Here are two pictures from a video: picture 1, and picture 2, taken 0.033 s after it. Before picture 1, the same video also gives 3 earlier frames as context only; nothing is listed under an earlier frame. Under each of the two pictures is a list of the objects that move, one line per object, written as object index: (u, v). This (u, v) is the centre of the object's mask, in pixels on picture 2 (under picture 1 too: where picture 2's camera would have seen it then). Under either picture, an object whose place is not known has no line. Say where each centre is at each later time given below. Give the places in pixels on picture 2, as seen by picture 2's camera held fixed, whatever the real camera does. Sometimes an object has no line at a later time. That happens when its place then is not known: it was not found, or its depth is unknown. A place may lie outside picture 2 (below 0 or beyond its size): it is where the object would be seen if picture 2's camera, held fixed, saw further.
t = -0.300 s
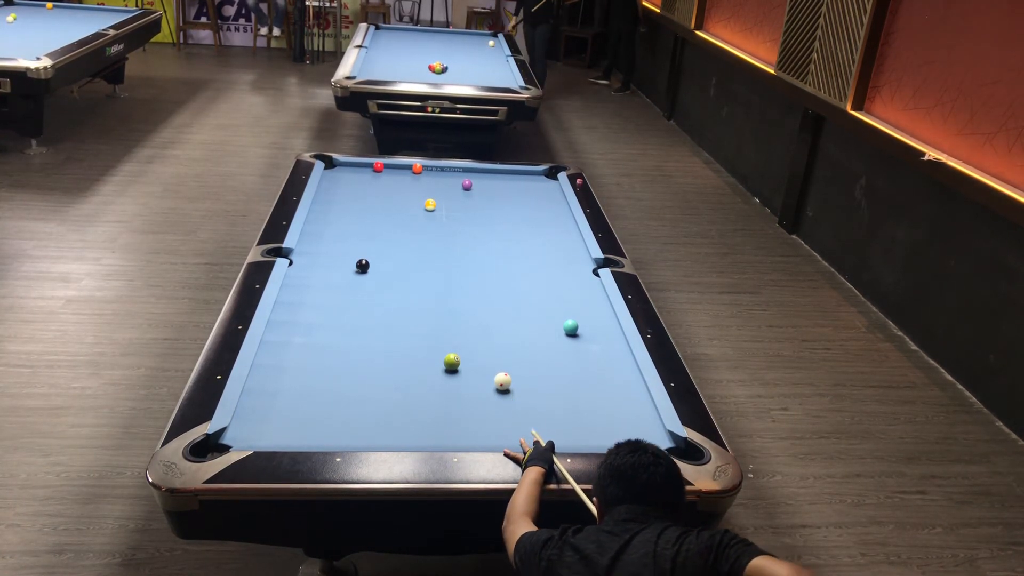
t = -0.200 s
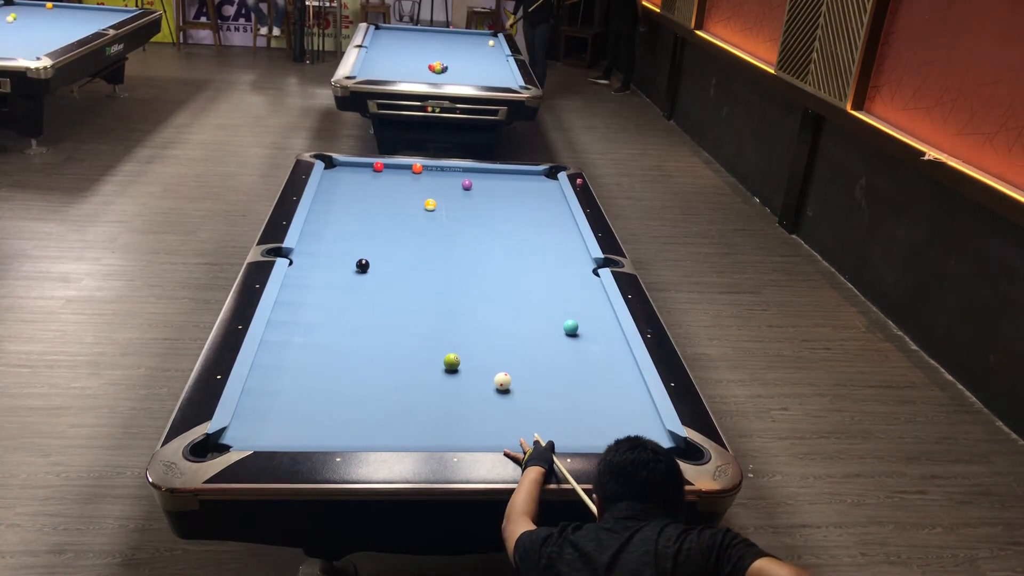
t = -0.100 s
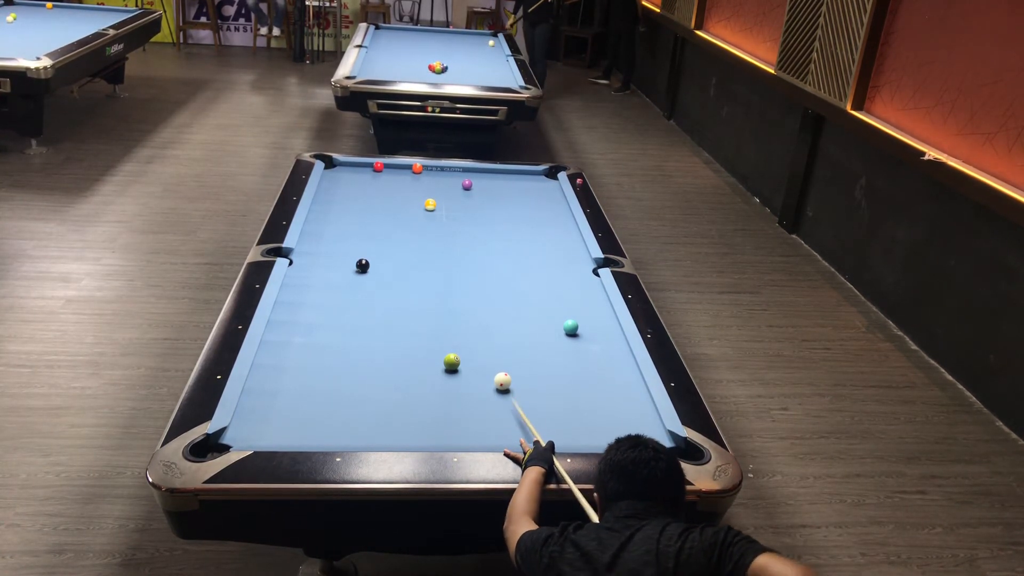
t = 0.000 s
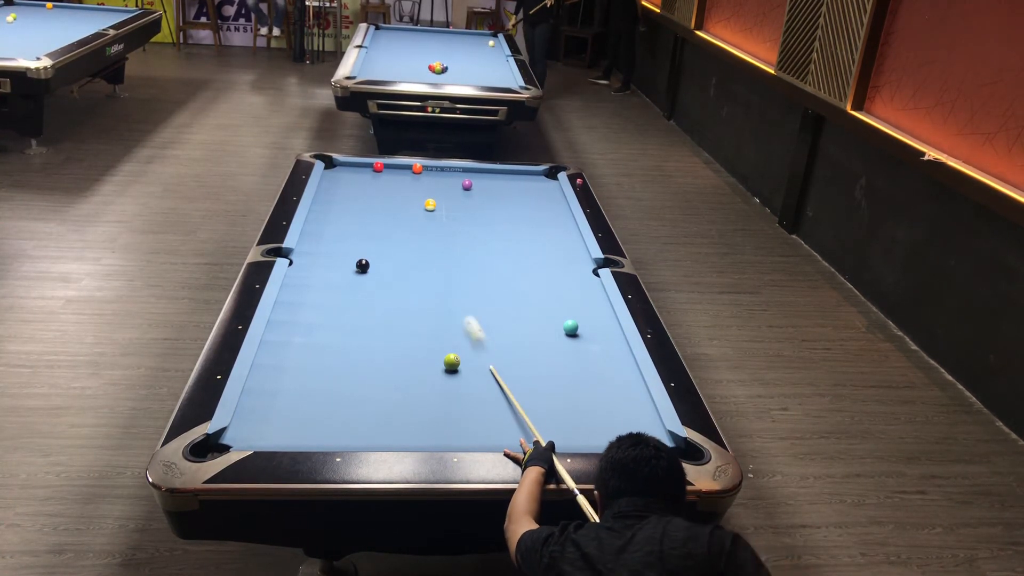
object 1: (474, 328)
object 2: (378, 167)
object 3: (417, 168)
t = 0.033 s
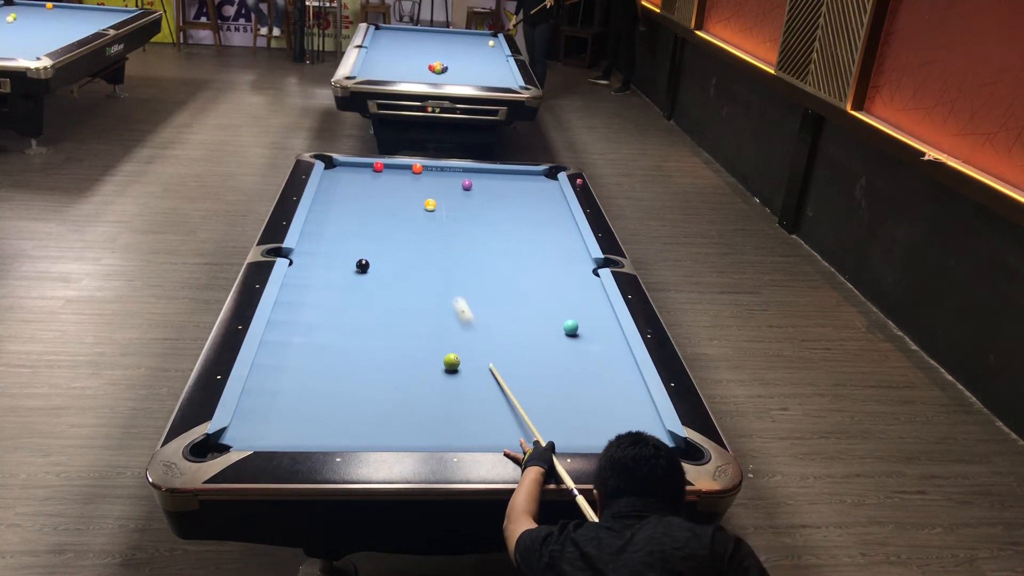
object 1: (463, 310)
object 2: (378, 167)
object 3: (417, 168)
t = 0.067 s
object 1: (453, 291)
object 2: (378, 167)
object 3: (417, 168)
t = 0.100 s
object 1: (444, 276)
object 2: (378, 167)
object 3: (417, 168)
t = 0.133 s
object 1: (435, 261)
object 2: (378, 167)
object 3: (417, 168)
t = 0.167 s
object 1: (428, 248)
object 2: (378, 167)
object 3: (417, 168)
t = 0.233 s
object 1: (414, 225)
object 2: (378, 167)
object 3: (417, 168)
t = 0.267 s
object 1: (408, 214)
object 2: (378, 167)
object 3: (417, 168)
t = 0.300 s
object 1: (402, 204)
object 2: (378, 167)
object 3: (417, 168)
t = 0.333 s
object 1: (398, 196)
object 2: (378, 167)
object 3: (417, 168)
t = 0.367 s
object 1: (393, 187)
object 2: (378, 167)
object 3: (417, 168)
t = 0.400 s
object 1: (388, 180)
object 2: (378, 167)
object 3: (417, 168)
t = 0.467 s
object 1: (384, 169)
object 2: (374, 166)
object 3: (417, 168)
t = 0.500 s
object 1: (387, 169)
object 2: (372, 169)
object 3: (417, 168)
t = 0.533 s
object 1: (390, 169)
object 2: (368, 173)
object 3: (417, 168)
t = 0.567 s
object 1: (392, 169)
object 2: (364, 177)
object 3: (417, 168)
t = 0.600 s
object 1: (394, 168)
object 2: (360, 181)
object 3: (417, 168)
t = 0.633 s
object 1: (397, 168)
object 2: (357, 184)
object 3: (417, 168)
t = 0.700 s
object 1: (401, 167)
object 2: (350, 191)
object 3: (417, 168)
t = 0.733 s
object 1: (403, 167)
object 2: (347, 194)
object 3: (417, 168)
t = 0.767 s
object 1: (405, 168)
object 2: (343, 197)
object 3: (417, 168)
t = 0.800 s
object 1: (406, 168)
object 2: (340, 200)
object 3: (418, 168)
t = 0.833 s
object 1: (407, 168)
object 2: (336, 204)
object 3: (419, 168)
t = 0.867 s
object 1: (407, 168)
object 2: (332, 207)
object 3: (420, 168)
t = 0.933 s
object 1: (408, 169)
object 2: (325, 213)
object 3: (422, 168)
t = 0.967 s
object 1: (409, 169)
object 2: (321, 217)
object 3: (423, 168)
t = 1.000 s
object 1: (409, 169)
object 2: (317, 221)
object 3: (425, 168)
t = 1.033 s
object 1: (409, 169)
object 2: (314, 224)
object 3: (426, 169)
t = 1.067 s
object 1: (410, 170)
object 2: (309, 228)
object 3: (427, 169)
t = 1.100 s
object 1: (410, 170)
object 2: (308, 232)
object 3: (428, 169)
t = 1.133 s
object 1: (410, 170)
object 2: (308, 236)
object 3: (429, 169)
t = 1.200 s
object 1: (411, 170)
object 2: (309, 243)
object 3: (431, 169)
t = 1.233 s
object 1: (411, 170)
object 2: (309, 247)
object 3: (432, 169)
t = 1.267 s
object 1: (411, 171)
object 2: (309, 251)
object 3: (433, 169)
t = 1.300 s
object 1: (412, 171)
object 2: (309, 254)
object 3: (434, 169)
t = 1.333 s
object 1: (412, 171)
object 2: (309, 258)
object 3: (435, 169)
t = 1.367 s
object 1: (412, 171)
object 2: (310, 263)
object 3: (436, 169)
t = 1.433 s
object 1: (413, 171)
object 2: (310, 271)
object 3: (438, 169)
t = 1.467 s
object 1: (413, 172)
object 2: (310, 275)
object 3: (439, 169)
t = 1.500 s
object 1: (413, 172)
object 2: (310, 280)
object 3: (440, 169)
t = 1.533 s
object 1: (413, 172)
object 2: (311, 284)
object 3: (441, 169)
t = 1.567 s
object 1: (414, 172)
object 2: (311, 289)
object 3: (441, 169)
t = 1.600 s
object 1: (414, 172)
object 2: (311, 293)
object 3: (442, 169)
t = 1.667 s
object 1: (414, 172)
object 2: (312, 303)
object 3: (444, 169)
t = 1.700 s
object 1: (414, 172)
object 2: (312, 308)
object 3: (445, 169)
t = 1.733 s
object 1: (415, 173)
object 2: (312, 313)
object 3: (446, 169)
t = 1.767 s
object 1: (415, 173)
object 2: (313, 318)
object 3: (446, 170)
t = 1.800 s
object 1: (415, 173)
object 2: (313, 323)
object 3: (447, 170)
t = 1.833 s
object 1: (415, 173)
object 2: (313, 329)
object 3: (448, 170)
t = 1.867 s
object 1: (415, 173)
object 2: (314, 334)
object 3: (448, 170)
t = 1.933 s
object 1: (416, 173)
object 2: (314, 345)
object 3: (450, 170)
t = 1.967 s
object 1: (416, 173)
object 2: (315, 351)
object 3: (450, 170)
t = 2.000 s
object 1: (416, 173)
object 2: (315, 356)
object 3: (451, 170)
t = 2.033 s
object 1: (416, 173)
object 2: (315, 362)
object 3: (452, 170)
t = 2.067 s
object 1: (416, 173)
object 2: (316, 368)
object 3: (452, 170)
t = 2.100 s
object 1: (416, 173)
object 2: (316, 375)
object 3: (453, 170)
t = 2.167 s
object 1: (416, 174)
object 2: (317, 388)
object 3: (454, 170)
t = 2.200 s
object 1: (416, 174)
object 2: (317, 395)
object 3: (455, 170)
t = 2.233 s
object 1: (416, 174)
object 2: (317, 402)
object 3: (455, 170)
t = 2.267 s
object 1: (416, 174)
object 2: (318, 409)
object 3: (455, 170)
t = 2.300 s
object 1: (416, 174)
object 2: (318, 416)
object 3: (456, 170)
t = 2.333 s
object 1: (416, 174)
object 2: (318, 424)
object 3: (457, 170)
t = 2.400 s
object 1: (416, 174)
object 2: (320, 435)
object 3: (457, 170)
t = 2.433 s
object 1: (416, 174)
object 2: (323, 436)
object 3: (458, 170)
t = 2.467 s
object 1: (416, 174)
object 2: (329, 433)
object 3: (458, 170)
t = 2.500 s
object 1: (416, 174)
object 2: (334, 431)
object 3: (459, 170)
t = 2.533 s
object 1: (416, 174)
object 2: (339, 428)
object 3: (459, 170)
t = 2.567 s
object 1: (416, 174)
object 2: (344, 423)
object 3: (459, 170)
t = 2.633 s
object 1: (416, 174)
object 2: (354, 415)
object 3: (460, 171)
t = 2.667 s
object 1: (416, 174)
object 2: (359, 412)
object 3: (461, 170)
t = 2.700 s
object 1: (416, 174)
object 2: (364, 409)
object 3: (461, 170)
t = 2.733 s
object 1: (416, 174)
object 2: (368, 406)
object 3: (461, 170)
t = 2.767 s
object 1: (416, 174)
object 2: (373, 402)
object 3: (462, 171)
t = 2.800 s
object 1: (416, 174)
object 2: (377, 399)
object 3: (462, 171)
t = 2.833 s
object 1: (416, 174)
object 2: (382, 396)
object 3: (462, 171)
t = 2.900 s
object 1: (416, 174)
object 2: (390, 390)
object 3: (463, 171)
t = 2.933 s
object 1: (416, 174)
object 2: (394, 387)
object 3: (463, 171)
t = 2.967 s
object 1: (416, 174)
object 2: (398, 384)
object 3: (464, 171)
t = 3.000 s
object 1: (416, 174)
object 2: (402, 382)
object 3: (464, 171)
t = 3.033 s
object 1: (416, 174)
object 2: (406, 379)
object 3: (464, 171)
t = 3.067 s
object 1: (417, 174)
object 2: (410, 376)
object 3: (464, 171)
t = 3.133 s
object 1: (416, 174)
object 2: (418, 371)
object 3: (464, 171)
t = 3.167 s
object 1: (416, 174)
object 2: (421, 368)
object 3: (464, 171)
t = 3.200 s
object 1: (416, 174)
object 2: (425, 366)
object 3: (465, 171)
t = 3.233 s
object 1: (416, 174)
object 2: (428, 363)
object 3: (465, 171)
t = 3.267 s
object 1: (416, 174)
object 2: (432, 361)
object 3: (465, 171)
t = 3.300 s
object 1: (416, 174)
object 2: (435, 358)
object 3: (465, 171)
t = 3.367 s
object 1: (416, 174)
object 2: (441, 353)
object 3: (465, 171)
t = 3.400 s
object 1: (416, 174)
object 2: (444, 350)
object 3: (465, 171)
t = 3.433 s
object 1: (416, 174)
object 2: (448, 348)
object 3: (465, 171)
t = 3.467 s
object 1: (416, 174)
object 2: (451, 346)
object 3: (465, 171)
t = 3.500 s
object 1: (416, 174)
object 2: (454, 345)
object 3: (465, 171)
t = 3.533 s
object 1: (416, 174)
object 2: (457, 343)
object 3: (465, 171)
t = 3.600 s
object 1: (416, 174)
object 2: (463, 339)
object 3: (465, 171)
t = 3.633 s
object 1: (416, 174)
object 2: (466, 337)
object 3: (465, 171)
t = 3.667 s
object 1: (416, 174)
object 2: (469, 335)
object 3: (465, 171)
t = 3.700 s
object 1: (416, 174)
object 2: (472, 333)
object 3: (465, 171)
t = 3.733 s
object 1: (416, 174)
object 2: (475, 331)
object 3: (465, 171)
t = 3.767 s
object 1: (416, 174)
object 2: (477, 329)
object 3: (465, 171)
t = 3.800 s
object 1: (416, 174)
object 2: (480, 327)
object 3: (465, 171)
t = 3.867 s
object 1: (416, 174)
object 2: (485, 324)
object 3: (465, 171)
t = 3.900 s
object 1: (416, 174)
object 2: (488, 322)
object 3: (465, 171)
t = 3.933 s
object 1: (416, 174)
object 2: (490, 320)
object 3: (465, 171)
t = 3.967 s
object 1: (416, 174)
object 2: (493, 318)
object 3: (465, 171)
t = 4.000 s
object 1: (416, 174)
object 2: (495, 317)
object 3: (465, 171)
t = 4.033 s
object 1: (416, 174)
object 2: (497, 315)
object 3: (465, 171)
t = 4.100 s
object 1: (416, 174)
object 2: (502, 312)
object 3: (465, 171)
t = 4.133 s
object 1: (416, 174)
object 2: (504, 310)
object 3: (465, 171)
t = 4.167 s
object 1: (416, 174)
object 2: (506, 309)
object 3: (465, 171)
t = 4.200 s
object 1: (416, 174)
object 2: (509, 307)
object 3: (465, 171)
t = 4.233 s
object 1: (416, 174)
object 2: (511, 306)
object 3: (465, 171)
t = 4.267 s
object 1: (416, 174)
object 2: (513, 304)
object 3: (465, 171)
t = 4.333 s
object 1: (416, 174)
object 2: (517, 301)
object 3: (465, 171)
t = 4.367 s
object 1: (416, 174)
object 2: (519, 300)
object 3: (465, 171)
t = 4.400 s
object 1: (416, 174)
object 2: (521, 298)
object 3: (465, 171)
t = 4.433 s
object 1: (416, 174)
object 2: (523, 297)
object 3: (465, 171)
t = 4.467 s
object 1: (416, 174)
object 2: (525, 295)
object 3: (465, 171)
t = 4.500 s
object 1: (416, 174)
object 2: (527, 294)
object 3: (465, 171)
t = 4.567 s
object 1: (416, 174)
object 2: (531, 292)
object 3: (465, 171)
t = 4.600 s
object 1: (416, 174)
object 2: (533, 290)
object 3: (465, 171)
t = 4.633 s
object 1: (416, 174)
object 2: (535, 289)
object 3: (465, 171)
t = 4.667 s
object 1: (416, 174)
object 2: (537, 288)
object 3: (465, 171)
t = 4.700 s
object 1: (416, 174)
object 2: (538, 287)
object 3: (465, 171)
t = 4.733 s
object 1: (416, 174)
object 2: (540, 285)
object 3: (465, 171)
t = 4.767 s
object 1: (416, 174)
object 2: (542, 284)
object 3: (465, 171)
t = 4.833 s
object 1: (416, 174)
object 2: (545, 282)
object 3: (465, 171)
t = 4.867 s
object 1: (416, 174)
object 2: (547, 281)
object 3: (465, 171)
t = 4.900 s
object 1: (416, 174)
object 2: (549, 279)
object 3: (465, 171)
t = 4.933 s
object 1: (416, 174)
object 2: (550, 278)
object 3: (465, 171)
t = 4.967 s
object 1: (416, 174)
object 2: (552, 277)
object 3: (465, 171)
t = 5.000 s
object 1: (416, 174)
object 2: (554, 276)
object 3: (465, 171)
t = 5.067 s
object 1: (417, 174)
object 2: (557, 274)
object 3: (465, 171)
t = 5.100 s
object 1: (416, 174)
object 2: (558, 273)
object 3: (465, 171)
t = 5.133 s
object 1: (417, 174)
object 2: (560, 272)
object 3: (465, 171)
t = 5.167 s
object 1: (417, 174)
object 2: (561, 271)
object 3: (465, 171)
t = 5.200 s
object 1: (417, 174)
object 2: (563, 270)
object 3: (465, 171)
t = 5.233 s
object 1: (417, 174)
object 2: (564, 269)
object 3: (465, 171)
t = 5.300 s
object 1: (417, 174)
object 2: (567, 267)
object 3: (465, 171)
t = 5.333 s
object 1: (416, 174)
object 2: (568, 266)
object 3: (465, 171)
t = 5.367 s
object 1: (417, 174)
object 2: (570, 265)
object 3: (465, 171)
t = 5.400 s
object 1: (417, 174)
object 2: (571, 264)
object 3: (465, 171)
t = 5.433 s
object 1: (417, 174)
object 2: (573, 263)
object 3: (465, 171)
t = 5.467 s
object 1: (416, 174)
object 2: (574, 262)
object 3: (465, 171)
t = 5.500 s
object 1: (416, 174)
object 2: (575, 261)
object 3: (465, 171)
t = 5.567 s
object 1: (416, 174)
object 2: (578, 259)
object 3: (465, 171)
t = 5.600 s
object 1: (416, 174)
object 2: (579, 258)
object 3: (465, 171)
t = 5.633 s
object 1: (416, 174)
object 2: (580, 257)
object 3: (465, 171)
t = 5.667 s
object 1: (416, 174)
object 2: (581, 256)
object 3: (465, 171)
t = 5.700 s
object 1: (417, 174)
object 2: (583, 256)
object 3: (465, 171)
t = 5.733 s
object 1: (417, 174)
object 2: (583, 255)
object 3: (465, 171)
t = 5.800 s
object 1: (416, 174)
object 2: (582, 254)
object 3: (465, 171)
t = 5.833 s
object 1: (417, 174)
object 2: (581, 253)
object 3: (465, 171)
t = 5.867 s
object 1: (417, 174)
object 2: (580, 252)
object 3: (465, 171)
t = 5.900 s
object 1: (417, 174)
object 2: (579, 252)
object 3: (465, 171)
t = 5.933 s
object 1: (417, 174)
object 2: (578, 251)
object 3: (465, 171)
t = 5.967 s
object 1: (417, 174)
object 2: (577, 250)
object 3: (465, 171)
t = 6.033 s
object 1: (417, 174)
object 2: (575, 249)
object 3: (465, 171)
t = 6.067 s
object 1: (416, 174)
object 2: (574, 249)
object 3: (465, 171)
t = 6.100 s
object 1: (417, 174)
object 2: (574, 248)
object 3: (465, 171)
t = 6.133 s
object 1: (417, 174)
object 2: (573, 248)
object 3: (465, 171)
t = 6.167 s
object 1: (417, 174)
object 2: (572, 247)
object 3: (465, 171)
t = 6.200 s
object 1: (417, 174)
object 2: (571, 247)
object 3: (465, 171)
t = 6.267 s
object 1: (417, 174)
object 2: (569, 246)
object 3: (465, 171)
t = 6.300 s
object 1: (417, 174)
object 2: (568, 245)
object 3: (465, 171)
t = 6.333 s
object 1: (417, 174)
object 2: (568, 245)
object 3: (465, 171)
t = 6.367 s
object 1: (417, 174)
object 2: (567, 244)
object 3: (465, 171)
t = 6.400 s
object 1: (416, 174)
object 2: (566, 244)
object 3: (465, 171)
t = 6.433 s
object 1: (417, 174)
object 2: (565, 244)
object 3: (465, 171)
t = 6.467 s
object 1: (417, 174)
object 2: (565, 243)
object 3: (465, 171)
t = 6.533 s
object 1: (416, 174)
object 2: (563, 242)
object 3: (465, 171)
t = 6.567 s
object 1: (416, 174)
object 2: (562, 242)
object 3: (465, 171)
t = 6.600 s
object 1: (417, 174)
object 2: (562, 241)
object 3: (465, 171)
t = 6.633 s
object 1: (416, 174)
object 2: (561, 241)
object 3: (465, 171)
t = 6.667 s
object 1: (417, 174)
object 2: (560, 241)
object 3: (465, 171)
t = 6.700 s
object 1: (417, 174)
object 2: (559, 240)
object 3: (465, 171)
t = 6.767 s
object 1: (417, 174)
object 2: (558, 240)
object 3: (465, 171)
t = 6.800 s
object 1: (417, 174)
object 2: (557, 239)
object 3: (465, 171)
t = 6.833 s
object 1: (417, 174)
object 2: (557, 239)
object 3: (465, 171)
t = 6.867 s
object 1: (417, 174)
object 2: (556, 239)
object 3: (465, 171)
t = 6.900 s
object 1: (416, 174)
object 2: (556, 238)
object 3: (465, 171)
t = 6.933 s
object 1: (417, 174)
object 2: (555, 238)
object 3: (465, 171)
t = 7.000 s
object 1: (417, 174)
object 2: (554, 237)
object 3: (465, 171)
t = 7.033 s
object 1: (417, 174)
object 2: (553, 237)
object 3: (465, 171)
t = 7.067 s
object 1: (417, 174)
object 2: (553, 237)
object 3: (465, 171)
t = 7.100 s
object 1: (417, 174)
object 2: (552, 236)
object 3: (465, 171)
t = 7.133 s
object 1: (417, 174)
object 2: (552, 236)
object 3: (465, 171)
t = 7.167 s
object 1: (417, 174)
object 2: (551, 236)
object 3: (465, 171)
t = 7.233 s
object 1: (416, 174)
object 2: (550, 235)
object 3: (465, 171)
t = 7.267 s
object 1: (416, 174)
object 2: (550, 235)
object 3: (465, 171)
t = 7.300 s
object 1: (417, 174)
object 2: (549, 235)
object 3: (465, 171)
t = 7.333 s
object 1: (417, 174)
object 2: (549, 234)
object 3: (465, 171)
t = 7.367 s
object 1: (416, 174)
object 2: (548, 234)
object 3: (465, 171)
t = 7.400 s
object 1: (417, 174)
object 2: (548, 234)
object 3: (465, 171)
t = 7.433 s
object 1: (416, 174)
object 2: (548, 234)
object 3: (465, 171)
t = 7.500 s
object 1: (417, 174)
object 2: (547, 233)
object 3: (465, 171)
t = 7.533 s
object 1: (416, 174)
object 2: (546, 233)
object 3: (465, 171)
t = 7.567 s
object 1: (417, 174)
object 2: (546, 233)
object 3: (465, 171)
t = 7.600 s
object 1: (416, 174)
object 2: (546, 233)
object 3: (465, 171)
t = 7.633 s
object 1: (417, 174)
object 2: (545, 233)
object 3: (465, 171)
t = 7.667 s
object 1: (417, 174)
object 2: (545, 232)
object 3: (465, 171)
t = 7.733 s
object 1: (416, 174)
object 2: (544, 232)
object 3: (465, 171)
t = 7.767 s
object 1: (416, 174)
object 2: (544, 232)
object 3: (465, 171)
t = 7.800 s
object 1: (416, 174)
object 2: (544, 232)
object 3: (465, 171)
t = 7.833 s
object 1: (416, 174)
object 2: (544, 232)
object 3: (465, 171)
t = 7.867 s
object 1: (417, 174)
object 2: (543, 232)
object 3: (465, 171)
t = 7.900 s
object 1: (417, 174)
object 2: (543, 231)
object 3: (465, 171)
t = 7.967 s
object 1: (417, 174)
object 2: (543, 231)
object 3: (465, 171)
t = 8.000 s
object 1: (417, 174)
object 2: (542, 231)
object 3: (465, 171)
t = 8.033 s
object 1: (417, 174)
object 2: (542, 231)
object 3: (465, 171)
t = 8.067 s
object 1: (417, 174)
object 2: (542, 231)
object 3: (465, 171)
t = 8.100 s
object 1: (417, 174)
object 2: (542, 231)
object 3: (465, 171)
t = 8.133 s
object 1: (417, 174)
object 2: (542, 231)
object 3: (465, 171)
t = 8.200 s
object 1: (417, 174)
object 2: (542, 231)
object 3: (465, 171)
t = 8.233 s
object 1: (417, 174)
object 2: (541, 231)
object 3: (465, 171)
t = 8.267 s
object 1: (417, 174)
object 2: (541, 231)
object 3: (465, 171)
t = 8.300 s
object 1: (417, 174)
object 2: (541, 231)
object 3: (465, 171)
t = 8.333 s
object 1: (417, 174)
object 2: (541, 230)
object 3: (465, 171)
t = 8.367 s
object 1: (417, 174)
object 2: (541, 230)
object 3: (465, 171)
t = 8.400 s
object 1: (417, 174)
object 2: (541, 230)
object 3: (465, 171)
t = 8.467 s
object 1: (417, 174)
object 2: (541, 230)
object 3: (465, 171)
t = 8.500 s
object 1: (417, 174)
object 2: (541, 231)
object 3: (465, 171)
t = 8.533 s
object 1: (417, 174)
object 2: (541, 230)
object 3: (465, 171)
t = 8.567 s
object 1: (417, 174)
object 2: (541, 230)
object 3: (465, 171)
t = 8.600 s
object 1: (417, 174)
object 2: (541, 230)
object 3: (465, 171)
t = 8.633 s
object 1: (417, 174)
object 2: (541, 230)
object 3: (465, 171)
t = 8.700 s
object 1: (417, 174)
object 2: (541, 230)
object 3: (465, 171)
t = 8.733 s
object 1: (417, 174)
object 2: (541, 231)
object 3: (465, 171)
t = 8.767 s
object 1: (417, 174)
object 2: (541, 231)
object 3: (465, 171)
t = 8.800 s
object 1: (417, 174)
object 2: (541, 230)
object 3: (465, 171)
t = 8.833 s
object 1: (417, 174)
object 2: (541, 231)
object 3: (465, 171)
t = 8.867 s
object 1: (417, 174)
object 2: (541, 231)
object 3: (465, 171)
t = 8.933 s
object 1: (417, 174)
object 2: (541, 230)
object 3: (465, 171)
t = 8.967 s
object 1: (417, 174)
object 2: (541, 230)
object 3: (465, 171)
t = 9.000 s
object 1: (417, 174)
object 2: (541, 230)
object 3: (465, 171)
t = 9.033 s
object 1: (417, 174)
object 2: (541, 230)
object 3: (465, 171)
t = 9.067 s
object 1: (417, 174)
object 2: (541, 230)
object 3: (465, 171)
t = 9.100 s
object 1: (417, 174)
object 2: (541, 230)
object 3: (465, 171)
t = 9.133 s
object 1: (417, 174)
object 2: (541, 230)
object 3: (465, 171)
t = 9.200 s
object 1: (417, 174)
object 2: (541, 230)
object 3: (465, 171)
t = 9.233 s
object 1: (417, 174)
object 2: (541, 230)
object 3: (465, 171)
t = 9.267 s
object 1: (417, 174)
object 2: (541, 230)
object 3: (465, 171)
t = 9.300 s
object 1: (417, 174)
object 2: (541, 230)
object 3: (465, 171)
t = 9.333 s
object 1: (417, 174)
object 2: (541, 230)
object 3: (465, 171)
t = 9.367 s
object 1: (417, 174)
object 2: (541, 230)
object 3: (465, 171)
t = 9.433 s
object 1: (417, 174)
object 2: (541, 231)
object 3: (465, 171)
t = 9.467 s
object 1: (417, 174)
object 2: (541, 230)
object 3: (465, 171)
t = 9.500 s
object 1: (417, 174)
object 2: (541, 231)
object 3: (465, 171)
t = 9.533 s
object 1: (417, 174)
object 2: (541, 230)
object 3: (465, 171)
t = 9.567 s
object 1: (417, 174)
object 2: (541, 231)
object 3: (465, 171)
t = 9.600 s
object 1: (417, 174)
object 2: (541, 230)
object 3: (465, 171)
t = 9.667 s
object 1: (417, 174)
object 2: (541, 230)
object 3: (465, 171)
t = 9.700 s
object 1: (417, 174)
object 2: (541, 230)
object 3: (465, 171)
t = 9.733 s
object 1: (417, 174)
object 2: (541, 230)
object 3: (465, 171)
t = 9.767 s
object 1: (417, 174)
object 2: (541, 230)
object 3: (465, 171)
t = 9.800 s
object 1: (417, 174)
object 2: (541, 230)
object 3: (465, 171)
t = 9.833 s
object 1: (417, 174)
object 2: (541, 230)
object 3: (465, 171)
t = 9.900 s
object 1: (417, 174)
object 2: (541, 230)
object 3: (465, 171)
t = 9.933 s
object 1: (417, 174)
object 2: (541, 230)
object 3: (465, 171)
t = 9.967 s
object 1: (417, 174)
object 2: (541, 230)
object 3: (465, 171)
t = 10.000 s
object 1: (417, 174)
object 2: (541, 230)
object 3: (465, 171)
